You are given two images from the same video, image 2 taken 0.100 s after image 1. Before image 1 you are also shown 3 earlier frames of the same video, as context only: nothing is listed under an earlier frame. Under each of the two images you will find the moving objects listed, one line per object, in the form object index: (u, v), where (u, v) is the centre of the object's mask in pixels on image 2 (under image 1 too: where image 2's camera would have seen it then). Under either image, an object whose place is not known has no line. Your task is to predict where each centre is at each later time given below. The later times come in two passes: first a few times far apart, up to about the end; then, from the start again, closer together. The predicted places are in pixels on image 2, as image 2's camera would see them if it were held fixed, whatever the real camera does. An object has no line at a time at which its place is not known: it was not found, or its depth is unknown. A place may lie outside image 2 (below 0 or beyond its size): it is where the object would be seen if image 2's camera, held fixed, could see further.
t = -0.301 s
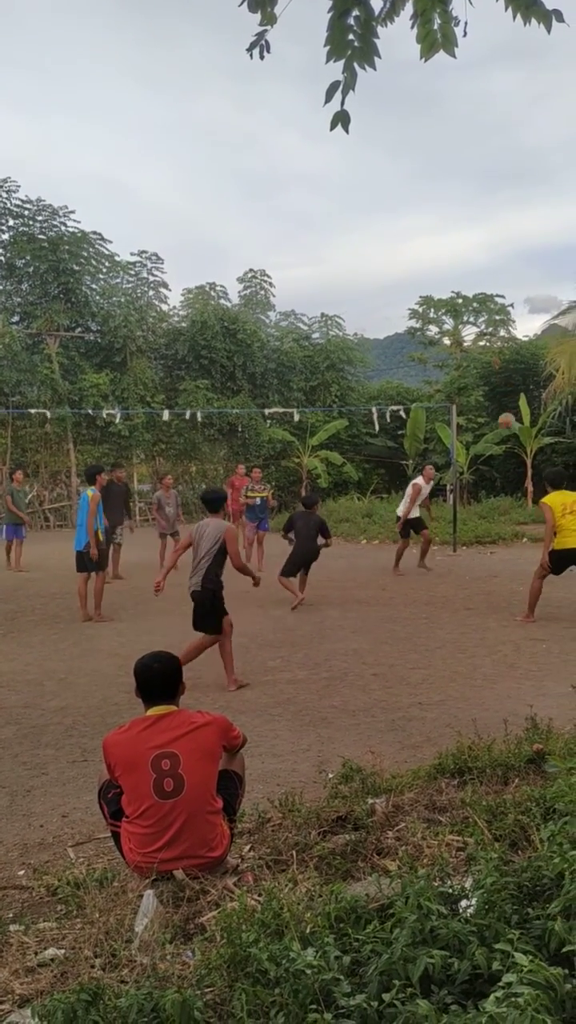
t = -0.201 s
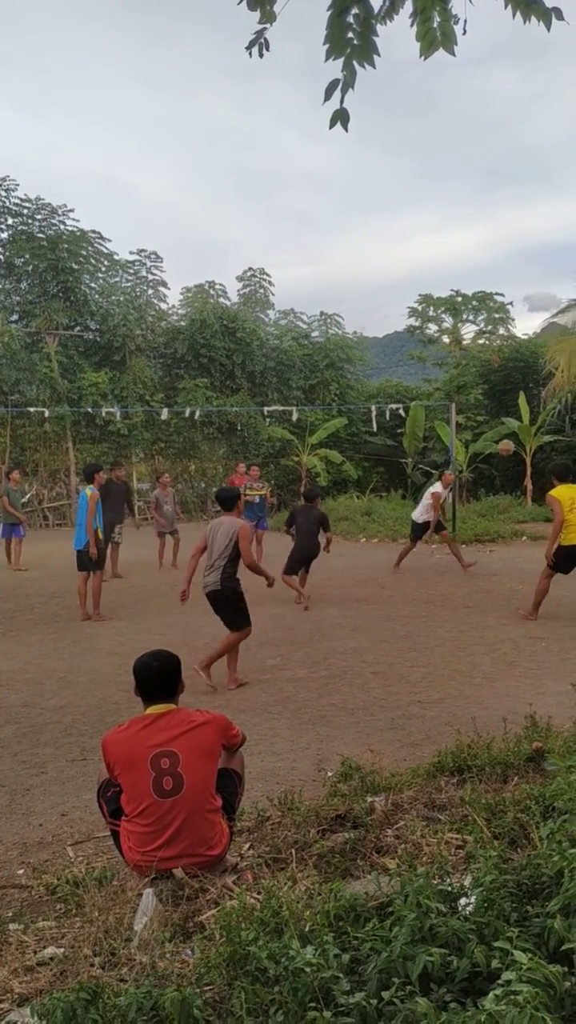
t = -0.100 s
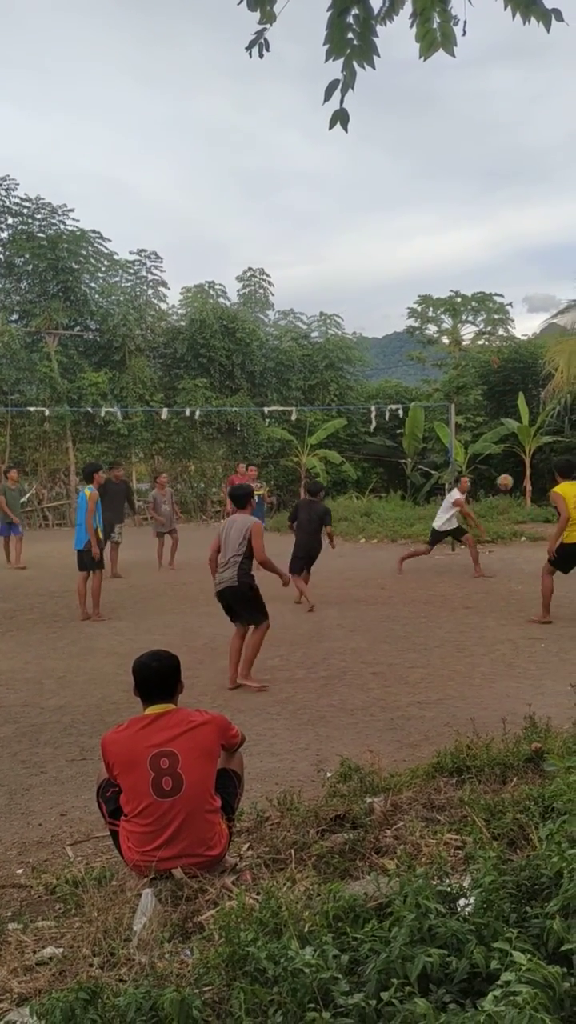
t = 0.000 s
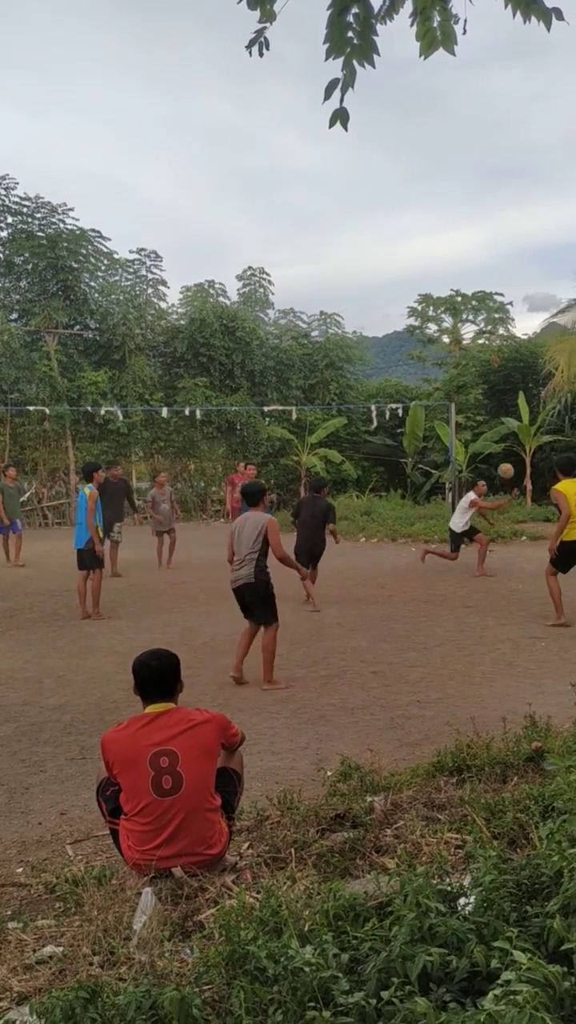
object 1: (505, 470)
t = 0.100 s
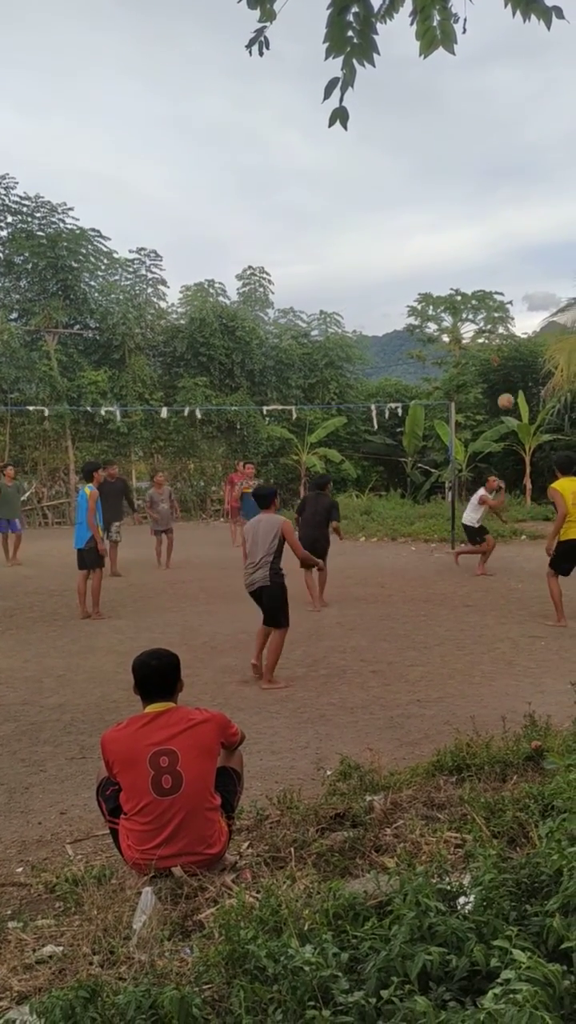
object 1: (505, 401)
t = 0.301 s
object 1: (503, 285)
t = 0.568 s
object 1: (493, 173)
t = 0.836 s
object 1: (482, 117)
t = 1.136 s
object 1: (467, 121)
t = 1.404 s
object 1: (451, 190)
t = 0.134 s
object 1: (505, 380)
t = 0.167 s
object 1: (505, 359)
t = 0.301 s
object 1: (503, 285)
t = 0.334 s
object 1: (502, 268)
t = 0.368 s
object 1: (501, 252)
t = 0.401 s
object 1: (500, 237)
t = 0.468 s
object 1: (497, 209)
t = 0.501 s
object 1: (496, 196)
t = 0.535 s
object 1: (494, 184)
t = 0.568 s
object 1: (493, 173)
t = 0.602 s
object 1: (491, 163)
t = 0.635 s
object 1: (490, 154)
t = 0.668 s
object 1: (489, 145)
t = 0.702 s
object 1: (488, 138)
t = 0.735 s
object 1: (486, 131)
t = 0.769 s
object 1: (485, 126)
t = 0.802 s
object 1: (483, 120)
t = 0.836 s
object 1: (482, 117)
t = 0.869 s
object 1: (480, 112)
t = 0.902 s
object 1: (479, 112)
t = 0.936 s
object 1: (477, 110)
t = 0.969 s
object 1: (476, 110)
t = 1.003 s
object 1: (474, 109)
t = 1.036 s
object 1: (472, 110)
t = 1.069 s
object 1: (470, 113)
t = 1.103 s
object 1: (468, 116)
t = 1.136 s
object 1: (467, 121)
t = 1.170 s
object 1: (465, 127)
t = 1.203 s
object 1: (462, 132)
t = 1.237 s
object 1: (460, 139)
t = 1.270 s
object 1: (459, 148)
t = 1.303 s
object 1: (456, 157)
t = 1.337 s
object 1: (455, 167)
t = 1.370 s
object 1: (454, 178)
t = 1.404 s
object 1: (451, 190)
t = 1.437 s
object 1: (449, 204)
